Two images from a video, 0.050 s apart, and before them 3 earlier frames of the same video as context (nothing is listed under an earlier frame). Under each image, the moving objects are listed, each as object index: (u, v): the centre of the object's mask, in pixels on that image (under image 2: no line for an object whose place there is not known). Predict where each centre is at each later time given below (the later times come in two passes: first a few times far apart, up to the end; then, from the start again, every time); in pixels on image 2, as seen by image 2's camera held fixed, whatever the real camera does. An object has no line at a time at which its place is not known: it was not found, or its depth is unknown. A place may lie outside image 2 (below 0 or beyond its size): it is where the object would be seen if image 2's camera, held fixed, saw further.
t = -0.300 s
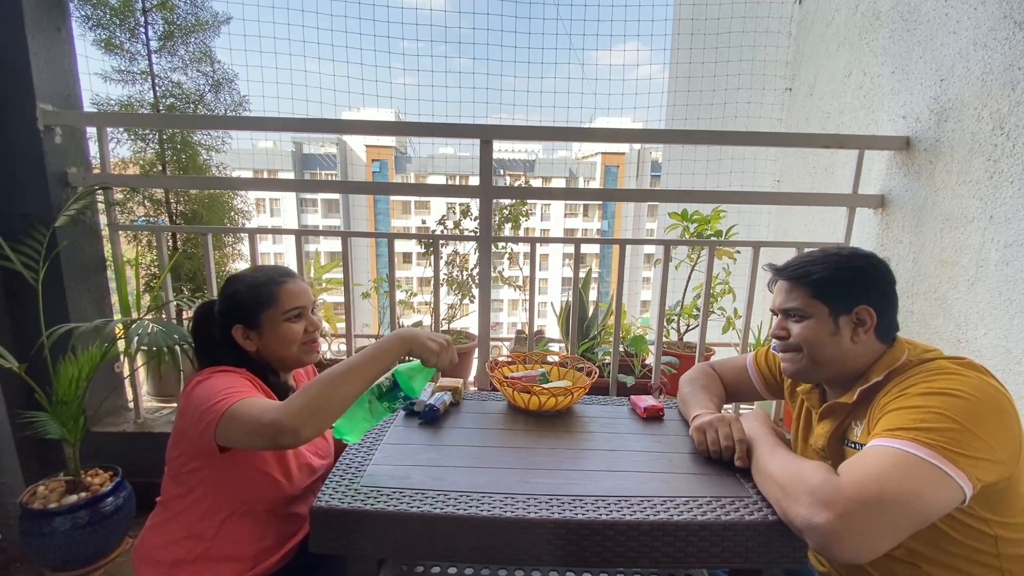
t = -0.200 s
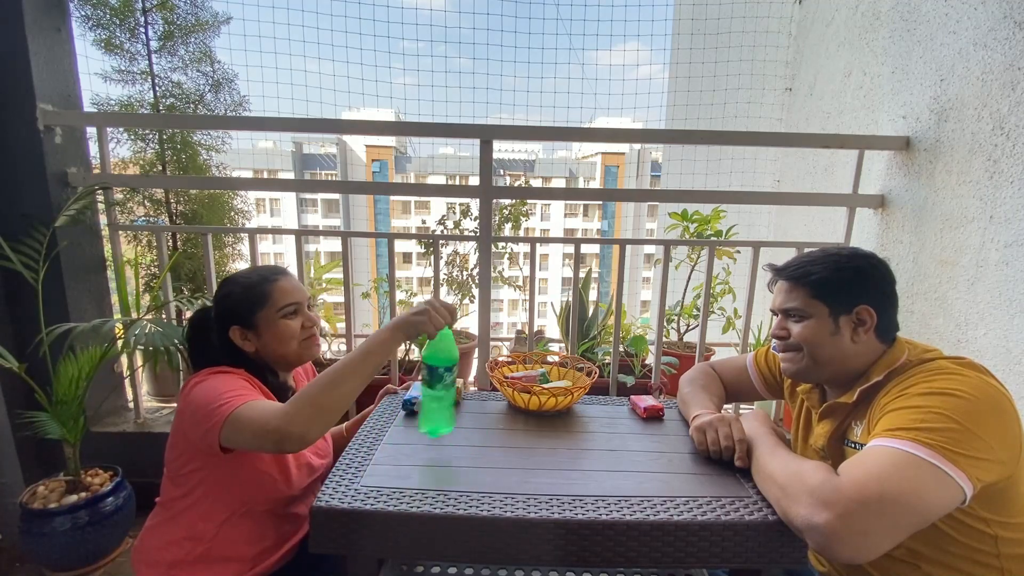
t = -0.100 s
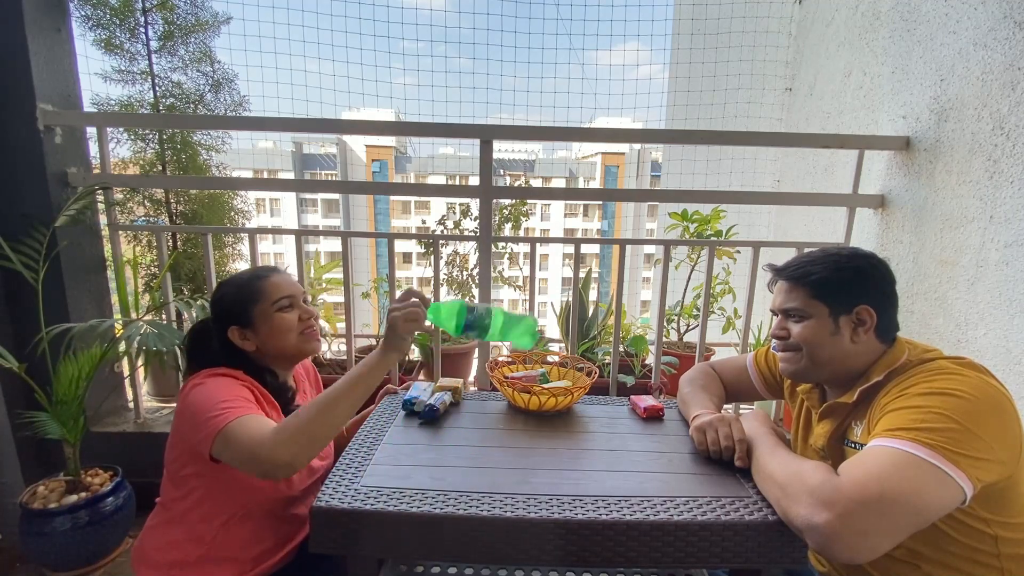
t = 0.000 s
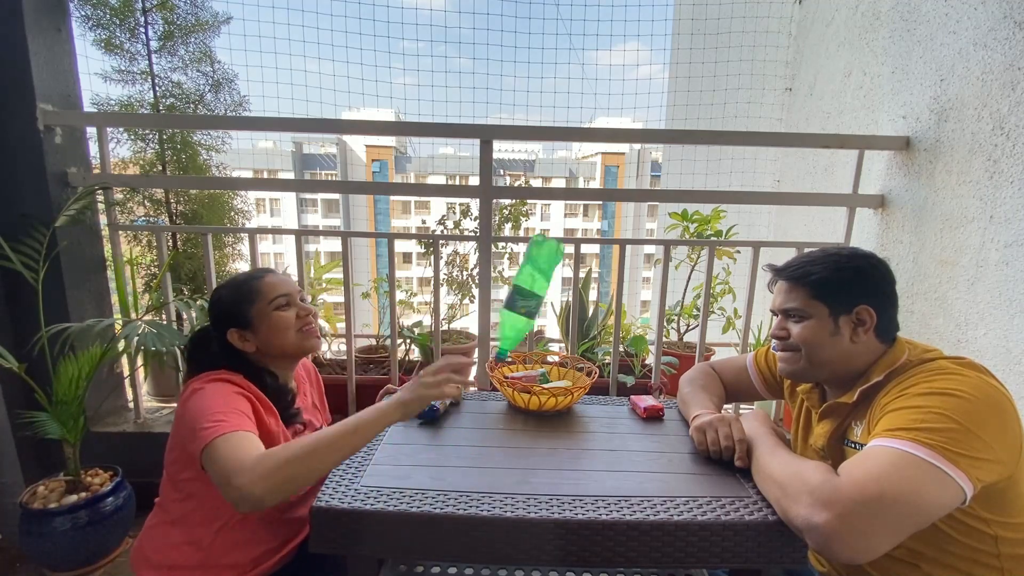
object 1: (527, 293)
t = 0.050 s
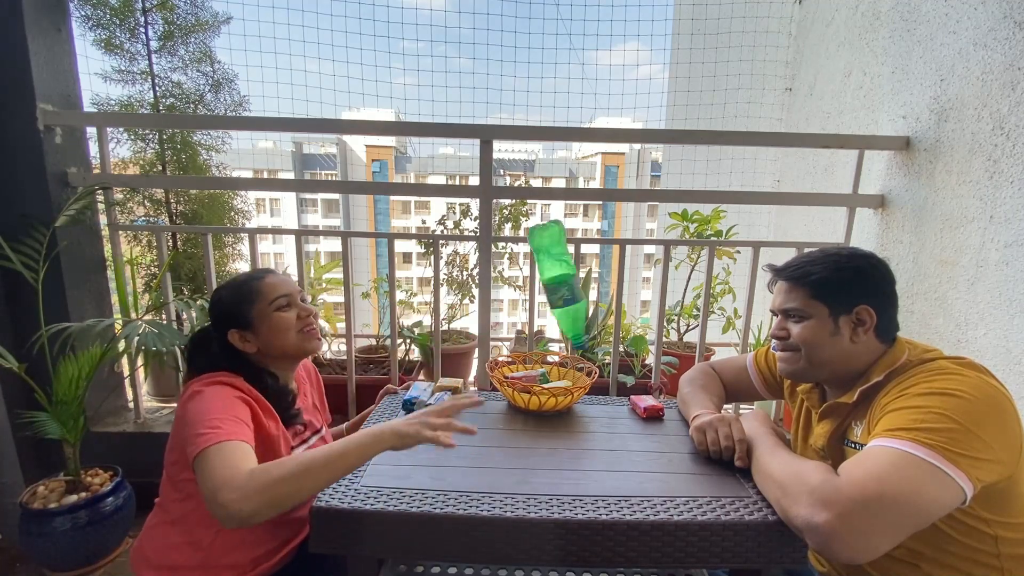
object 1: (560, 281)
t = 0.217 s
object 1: (605, 286)
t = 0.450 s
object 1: (594, 406)
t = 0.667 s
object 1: (588, 442)
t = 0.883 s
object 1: (582, 436)
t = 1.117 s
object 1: (573, 428)
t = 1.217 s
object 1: (569, 424)
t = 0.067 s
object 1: (569, 275)
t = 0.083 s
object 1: (576, 270)
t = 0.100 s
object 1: (583, 266)
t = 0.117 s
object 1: (589, 264)
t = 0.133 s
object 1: (594, 263)
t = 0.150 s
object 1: (598, 264)
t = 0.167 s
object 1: (601, 267)
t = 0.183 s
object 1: (604, 271)
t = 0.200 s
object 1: (604, 277)
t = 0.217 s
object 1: (605, 286)
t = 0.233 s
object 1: (605, 297)
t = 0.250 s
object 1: (604, 309)
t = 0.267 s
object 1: (602, 325)
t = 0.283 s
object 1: (601, 342)
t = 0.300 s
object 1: (600, 362)
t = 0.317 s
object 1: (599, 382)
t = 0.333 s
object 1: (598, 407)
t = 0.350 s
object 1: (595, 413)
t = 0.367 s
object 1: (593, 409)
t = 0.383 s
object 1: (593, 406)
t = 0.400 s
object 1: (593, 405)
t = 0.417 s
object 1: (593, 405)
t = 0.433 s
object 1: (594, 405)
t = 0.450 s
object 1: (594, 406)
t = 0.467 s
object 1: (595, 408)
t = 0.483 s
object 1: (595, 410)
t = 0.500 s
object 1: (595, 414)
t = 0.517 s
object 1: (595, 419)
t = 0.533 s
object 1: (595, 425)
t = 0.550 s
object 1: (594, 431)
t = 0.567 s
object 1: (593, 436)
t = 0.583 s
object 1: (592, 443)
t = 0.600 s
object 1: (591, 444)
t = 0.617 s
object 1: (590, 443)
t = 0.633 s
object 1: (589, 443)
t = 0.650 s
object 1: (589, 442)
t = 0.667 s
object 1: (588, 442)
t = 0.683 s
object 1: (588, 442)
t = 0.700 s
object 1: (588, 442)
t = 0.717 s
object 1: (587, 441)
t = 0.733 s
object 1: (587, 441)
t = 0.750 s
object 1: (587, 441)
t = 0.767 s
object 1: (587, 440)
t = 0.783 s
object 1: (586, 440)
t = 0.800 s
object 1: (585, 439)
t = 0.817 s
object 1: (585, 439)
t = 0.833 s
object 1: (584, 438)
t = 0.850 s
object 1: (583, 438)
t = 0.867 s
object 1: (583, 437)
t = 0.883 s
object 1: (582, 436)
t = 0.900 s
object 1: (582, 436)
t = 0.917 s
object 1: (581, 435)
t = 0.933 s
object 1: (581, 434)
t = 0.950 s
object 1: (580, 434)
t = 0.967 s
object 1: (579, 433)
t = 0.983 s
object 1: (579, 433)
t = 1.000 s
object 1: (578, 432)
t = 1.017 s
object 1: (577, 432)
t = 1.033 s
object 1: (577, 431)
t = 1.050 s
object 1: (576, 431)
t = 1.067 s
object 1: (575, 430)
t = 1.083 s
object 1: (574, 429)
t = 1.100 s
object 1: (574, 429)
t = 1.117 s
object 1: (573, 428)
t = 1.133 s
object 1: (572, 427)
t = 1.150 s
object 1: (572, 426)
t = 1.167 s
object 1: (571, 426)
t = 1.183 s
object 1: (570, 425)
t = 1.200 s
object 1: (569, 424)
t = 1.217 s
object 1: (569, 424)
